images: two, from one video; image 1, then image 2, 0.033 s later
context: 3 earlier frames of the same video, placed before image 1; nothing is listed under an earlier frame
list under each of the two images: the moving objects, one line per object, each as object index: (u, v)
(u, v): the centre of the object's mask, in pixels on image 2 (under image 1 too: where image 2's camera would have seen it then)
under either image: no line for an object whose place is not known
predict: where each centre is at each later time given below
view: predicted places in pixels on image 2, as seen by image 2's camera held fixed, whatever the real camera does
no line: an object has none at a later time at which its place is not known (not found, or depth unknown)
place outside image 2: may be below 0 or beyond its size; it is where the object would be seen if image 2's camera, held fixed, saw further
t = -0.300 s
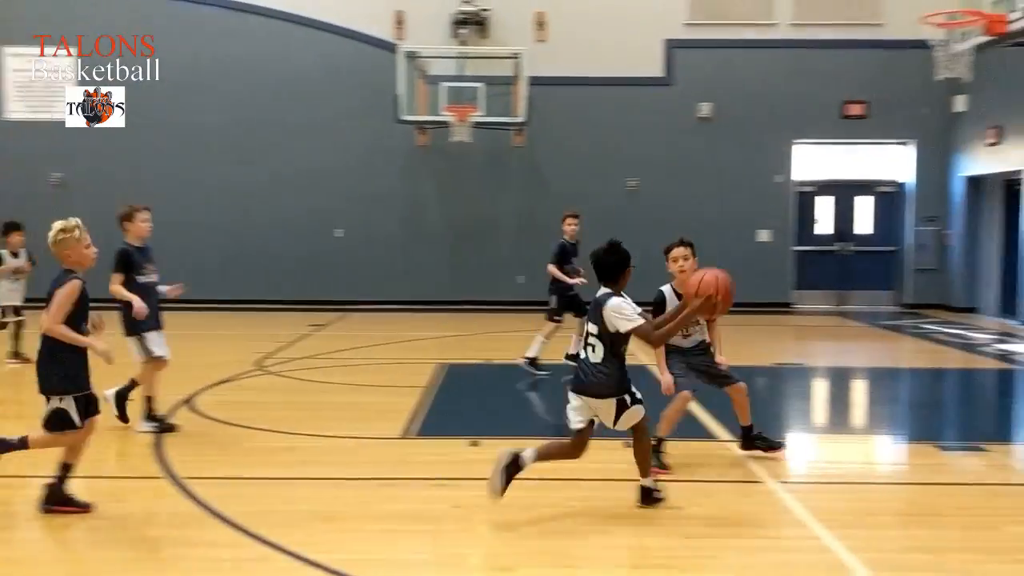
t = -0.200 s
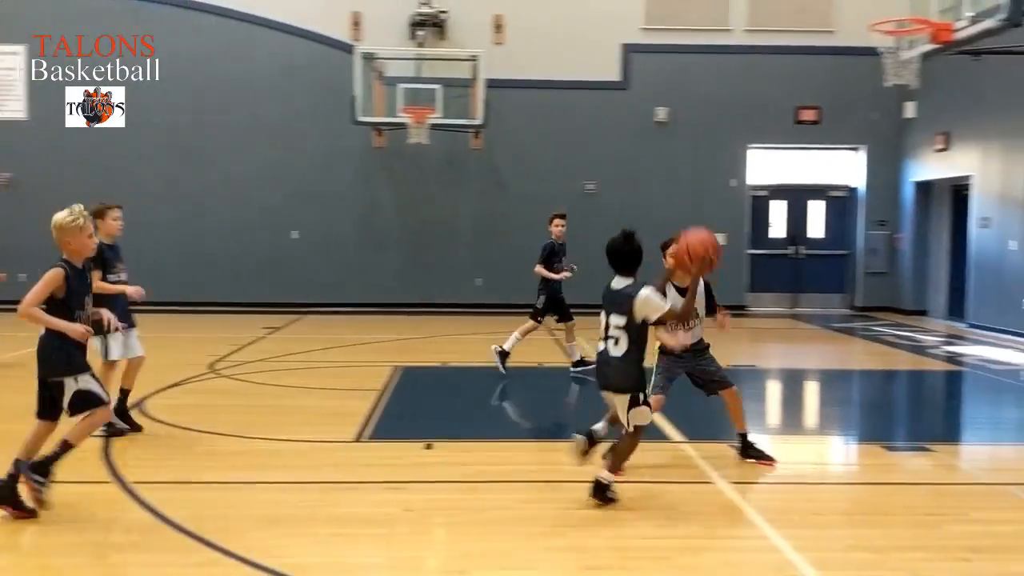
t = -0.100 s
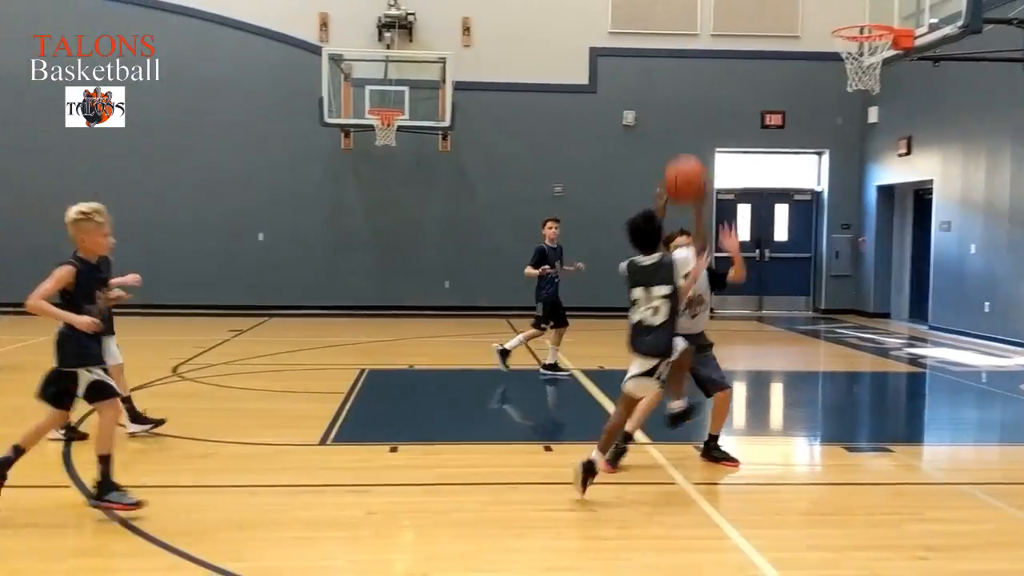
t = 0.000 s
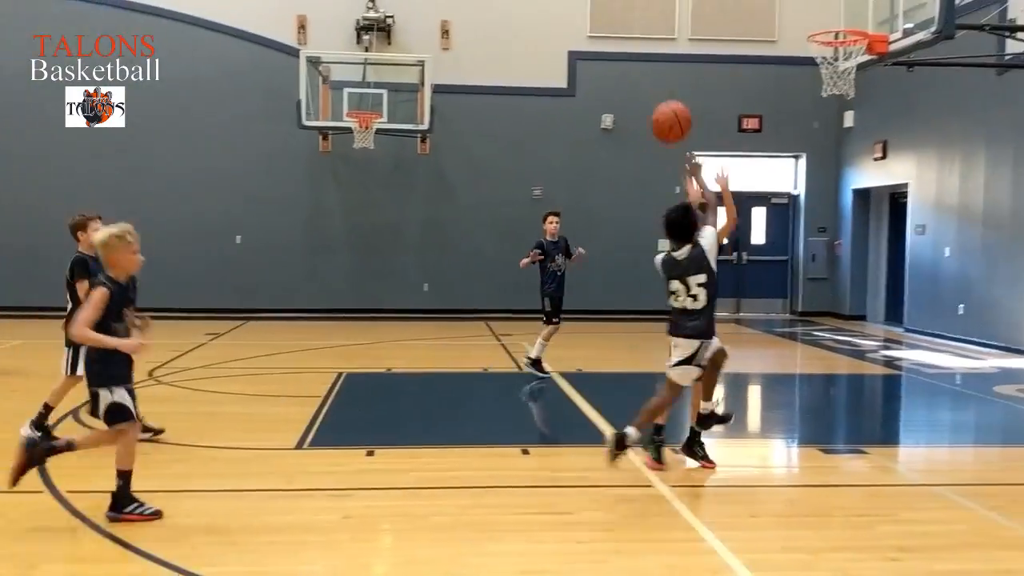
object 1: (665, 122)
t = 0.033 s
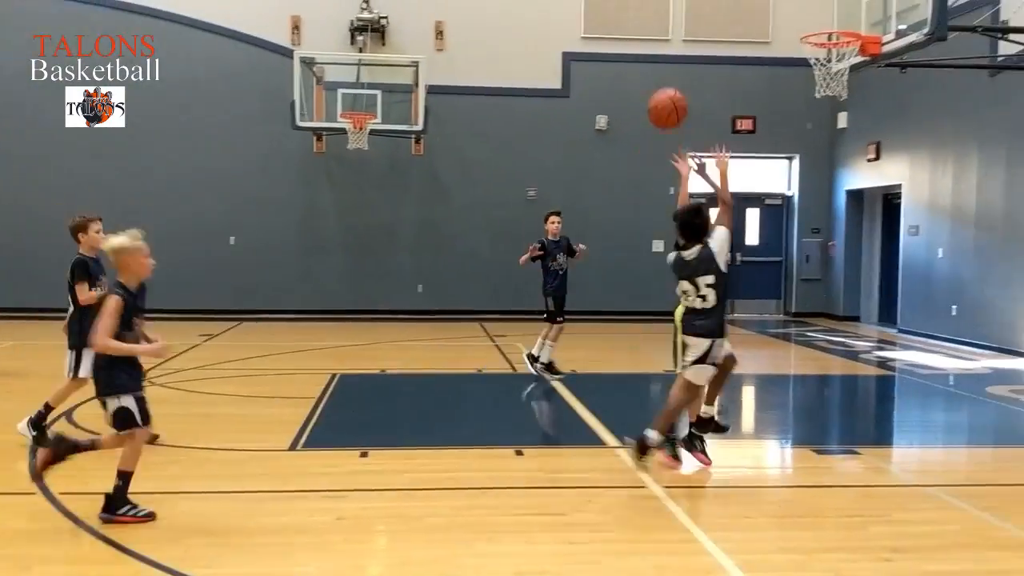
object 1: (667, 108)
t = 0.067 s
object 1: (668, 97)
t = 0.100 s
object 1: (669, 88)
